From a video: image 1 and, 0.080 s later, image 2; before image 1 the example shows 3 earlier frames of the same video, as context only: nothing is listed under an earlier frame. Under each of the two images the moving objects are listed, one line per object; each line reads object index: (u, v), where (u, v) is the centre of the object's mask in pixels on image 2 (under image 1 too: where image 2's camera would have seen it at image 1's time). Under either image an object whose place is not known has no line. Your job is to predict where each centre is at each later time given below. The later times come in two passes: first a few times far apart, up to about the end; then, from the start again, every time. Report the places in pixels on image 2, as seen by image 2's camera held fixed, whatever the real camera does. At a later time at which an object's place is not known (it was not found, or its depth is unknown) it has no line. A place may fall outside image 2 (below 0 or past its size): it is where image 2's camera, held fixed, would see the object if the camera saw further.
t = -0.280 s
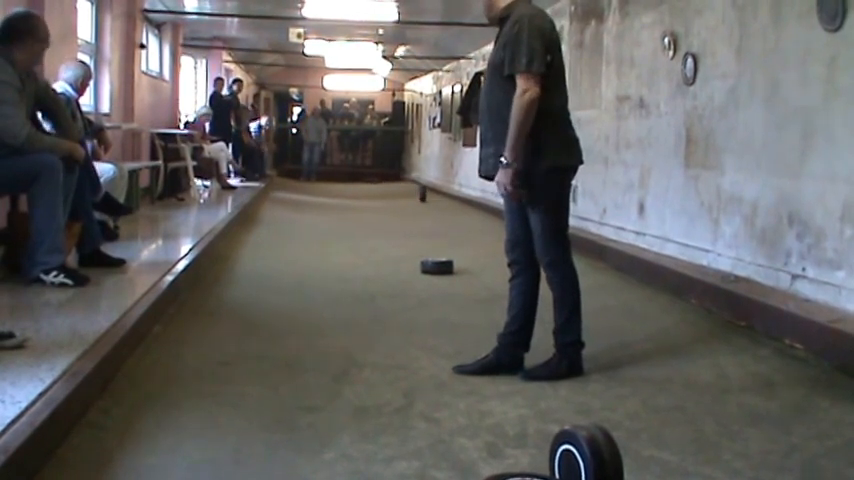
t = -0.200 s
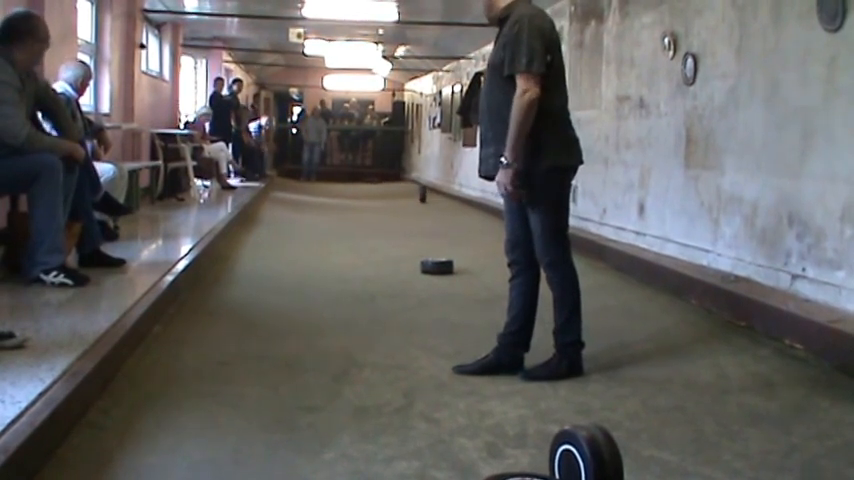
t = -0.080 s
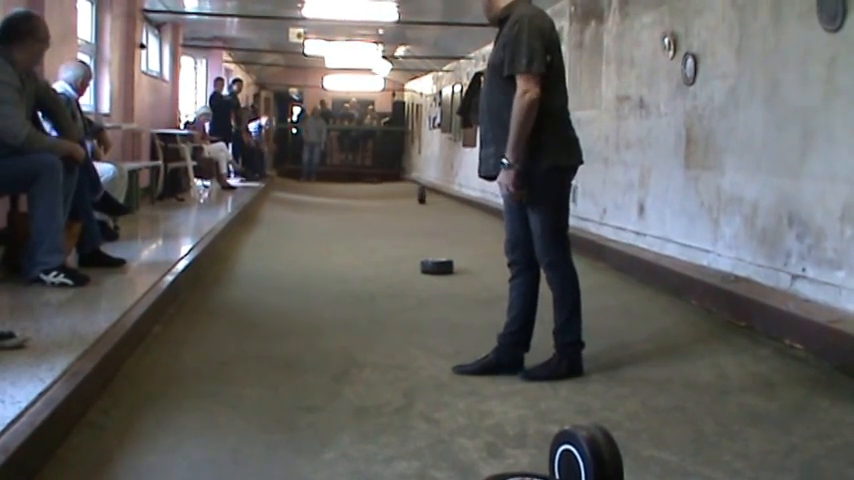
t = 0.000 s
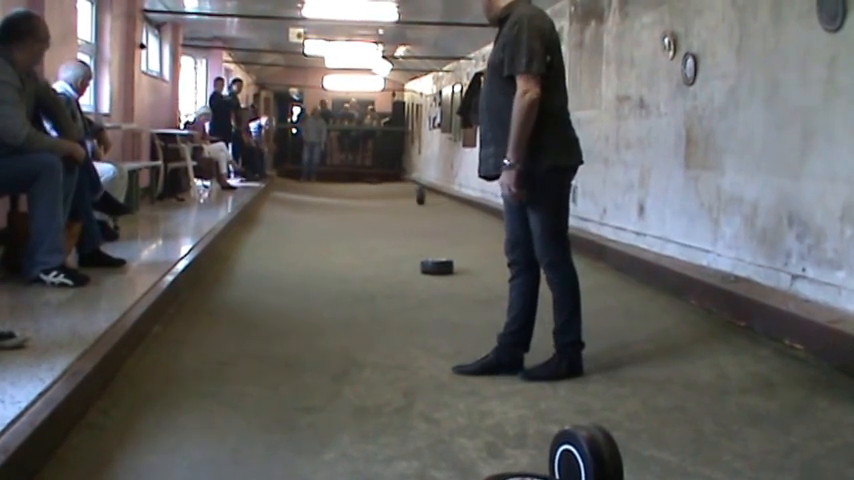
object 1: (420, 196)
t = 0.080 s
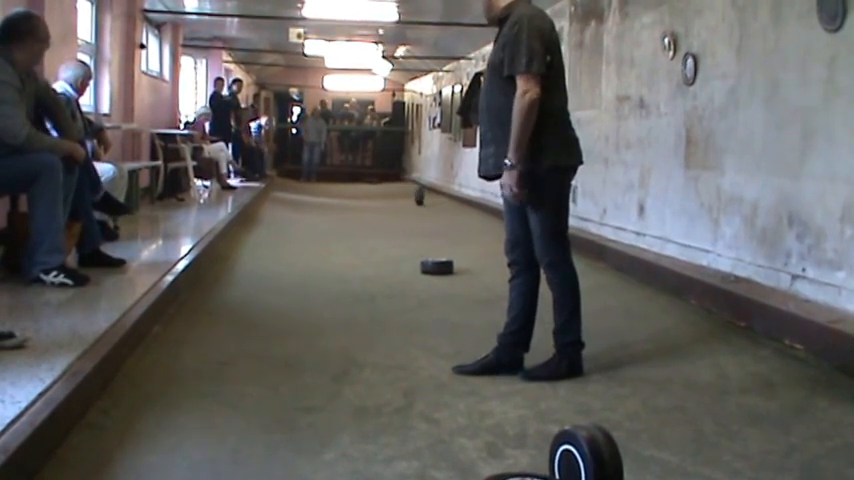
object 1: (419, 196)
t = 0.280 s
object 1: (414, 198)
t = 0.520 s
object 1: (406, 200)
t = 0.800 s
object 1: (391, 202)
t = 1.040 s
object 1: (376, 204)
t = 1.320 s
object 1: (357, 205)
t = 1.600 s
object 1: (339, 206)
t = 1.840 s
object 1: (325, 206)
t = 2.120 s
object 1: (313, 207)
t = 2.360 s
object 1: (305, 208)
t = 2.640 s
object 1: (300, 209)
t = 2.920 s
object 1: (299, 211)
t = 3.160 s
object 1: (300, 212)
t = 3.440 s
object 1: (304, 215)
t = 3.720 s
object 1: (312, 218)
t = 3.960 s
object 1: (323, 220)
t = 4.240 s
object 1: (337, 224)
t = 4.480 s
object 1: (355, 228)
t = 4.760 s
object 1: (379, 231)
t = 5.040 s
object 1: (403, 235)
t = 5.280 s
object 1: (424, 237)
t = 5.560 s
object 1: (445, 239)
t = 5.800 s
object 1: (460, 240)
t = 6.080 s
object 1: (473, 242)
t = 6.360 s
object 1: (480, 245)
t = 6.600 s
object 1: (481, 248)
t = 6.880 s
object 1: (479, 251)
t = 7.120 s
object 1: (475, 254)
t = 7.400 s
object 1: (465, 258)
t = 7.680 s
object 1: (453, 262)
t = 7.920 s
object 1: (441, 266)
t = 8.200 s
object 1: (426, 270)
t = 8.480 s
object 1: (412, 274)
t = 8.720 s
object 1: (400, 278)
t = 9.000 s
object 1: (388, 282)
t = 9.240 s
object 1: (381, 287)
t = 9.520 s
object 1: (376, 292)
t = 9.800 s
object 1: (376, 297)
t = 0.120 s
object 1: (418, 197)
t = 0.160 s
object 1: (417, 197)
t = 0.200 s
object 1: (416, 197)
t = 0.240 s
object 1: (416, 198)
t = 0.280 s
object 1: (414, 198)
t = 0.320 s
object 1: (413, 199)
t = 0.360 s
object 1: (412, 199)
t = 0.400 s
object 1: (410, 199)
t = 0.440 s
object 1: (409, 199)
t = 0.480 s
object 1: (407, 200)
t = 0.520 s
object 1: (406, 200)
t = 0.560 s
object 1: (403, 201)
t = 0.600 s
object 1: (402, 201)
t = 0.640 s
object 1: (400, 201)
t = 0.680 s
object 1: (398, 201)
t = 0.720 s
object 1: (396, 202)
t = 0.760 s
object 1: (393, 202)
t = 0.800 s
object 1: (391, 202)
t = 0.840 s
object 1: (389, 202)
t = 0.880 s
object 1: (386, 203)
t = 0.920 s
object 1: (384, 203)
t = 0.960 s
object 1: (381, 203)
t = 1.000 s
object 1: (378, 204)
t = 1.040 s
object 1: (376, 204)
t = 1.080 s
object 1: (373, 204)
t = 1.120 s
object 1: (371, 205)
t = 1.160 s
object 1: (368, 205)
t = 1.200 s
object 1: (365, 205)
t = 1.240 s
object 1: (363, 205)
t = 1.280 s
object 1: (360, 205)
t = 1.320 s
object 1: (357, 205)
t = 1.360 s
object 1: (355, 205)
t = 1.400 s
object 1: (352, 206)
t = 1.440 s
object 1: (349, 206)
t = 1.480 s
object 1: (346, 206)
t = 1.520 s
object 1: (344, 206)
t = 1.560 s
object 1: (341, 206)
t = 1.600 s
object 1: (339, 206)
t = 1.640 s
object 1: (336, 206)
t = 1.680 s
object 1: (334, 206)
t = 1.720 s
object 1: (332, 206)
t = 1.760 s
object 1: (329, 206)
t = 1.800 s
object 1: (327, 206)
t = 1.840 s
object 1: (325, 206)
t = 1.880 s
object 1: (323, 206)
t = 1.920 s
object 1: (321, 206)
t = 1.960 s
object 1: (320, 206)
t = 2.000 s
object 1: (318, 206)
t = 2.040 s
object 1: (316, 206)
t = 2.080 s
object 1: (315, 206)
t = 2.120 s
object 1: (313, 207)
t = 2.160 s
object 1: (311, 207)
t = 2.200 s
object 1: (310, 207)
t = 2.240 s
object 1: (309, 207)
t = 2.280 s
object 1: (307, 207)
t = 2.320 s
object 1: (306, 207)
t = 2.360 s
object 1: (305, 208)
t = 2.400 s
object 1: (304, 208)
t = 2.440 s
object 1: (303, 208)
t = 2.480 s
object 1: (302, 208)
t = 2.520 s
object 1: (301, 208)
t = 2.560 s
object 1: (301, 209)
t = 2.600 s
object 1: (300, 209)
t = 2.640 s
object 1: (300, 209)
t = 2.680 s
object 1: (299, 210)
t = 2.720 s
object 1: (299, 210)
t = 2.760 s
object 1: (299, 210)
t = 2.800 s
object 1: (299, 210)
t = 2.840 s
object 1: (298, 211)
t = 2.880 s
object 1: (298, 211)
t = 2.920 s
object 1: (299, 211)
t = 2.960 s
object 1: (299, 211)
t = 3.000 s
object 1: (299, 212)
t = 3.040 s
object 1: (299, 212)
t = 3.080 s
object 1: (299, 212)
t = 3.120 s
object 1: (300, 213)
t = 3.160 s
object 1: (300, 212)
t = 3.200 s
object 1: (300, 213)
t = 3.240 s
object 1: (301, 213)
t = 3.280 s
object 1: (301, 214)
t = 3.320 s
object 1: (302, 214)
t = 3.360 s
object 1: (302, 214)
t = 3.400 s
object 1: (303, 214)
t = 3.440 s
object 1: (304, 215)
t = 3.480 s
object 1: (305, 215)
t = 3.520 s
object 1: (306, 216)
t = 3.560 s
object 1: (307, 216)
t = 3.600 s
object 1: (308, 216)
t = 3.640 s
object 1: (310, 217)
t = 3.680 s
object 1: (311, 217)
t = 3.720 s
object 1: (312, 218)
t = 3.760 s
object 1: (314, 218)
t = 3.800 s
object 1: (315, 218)
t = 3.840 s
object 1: (317, 219)
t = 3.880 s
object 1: (319, 219)
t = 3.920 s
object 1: (321, 220)
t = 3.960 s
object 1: (323, 220)
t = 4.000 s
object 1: (324, 220)
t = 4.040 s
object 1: (326, 221)
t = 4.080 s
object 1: (328, 221)
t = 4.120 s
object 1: (331, 222)
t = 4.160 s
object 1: (333, 222)
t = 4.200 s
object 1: (335, 223)
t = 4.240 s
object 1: (337, 224)
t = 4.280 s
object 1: (340, 224)
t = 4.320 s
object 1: (343, 225)
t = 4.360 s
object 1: (346, 226)
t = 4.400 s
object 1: (349, 227)
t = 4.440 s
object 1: (352, 227)
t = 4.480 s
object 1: (355, 228)
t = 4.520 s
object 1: (358, 228)
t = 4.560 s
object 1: (362, 229)
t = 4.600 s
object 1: (365, 229)
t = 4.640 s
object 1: (368, 230)
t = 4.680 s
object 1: (372, 230)
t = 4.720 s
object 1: (375, 231)
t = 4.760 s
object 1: (379, 231)
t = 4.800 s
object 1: (382, 232)
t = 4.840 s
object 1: (386, 232)
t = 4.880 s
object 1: (389, 232)
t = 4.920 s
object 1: (392, 233)
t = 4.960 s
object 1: (396, 234)
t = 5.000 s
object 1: (399, 234)
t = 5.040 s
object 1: (403, 235)
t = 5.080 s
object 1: (407, 235)
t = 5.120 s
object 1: (410, 236)
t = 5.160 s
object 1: (414, 236)
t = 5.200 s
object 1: (417, 236)
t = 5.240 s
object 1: (421, 237)
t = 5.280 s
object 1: (424, 237)
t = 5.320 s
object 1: (427, 237)
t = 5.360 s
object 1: (431, 237)
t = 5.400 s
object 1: (434, 238)
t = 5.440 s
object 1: (436, 238)
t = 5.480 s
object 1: (440, 238)
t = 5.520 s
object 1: (442, 238)
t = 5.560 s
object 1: (445, 239)
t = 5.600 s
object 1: (448, 239)
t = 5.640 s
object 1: (451, 239)
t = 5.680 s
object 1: (453, 239)
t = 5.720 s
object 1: (456, 239)
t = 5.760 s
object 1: (458, 240)
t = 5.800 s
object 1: (460, 240)
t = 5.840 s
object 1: (462, 240)
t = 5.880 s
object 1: (464, 240)
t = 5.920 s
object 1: (466, 241)
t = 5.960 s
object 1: (468, 241)
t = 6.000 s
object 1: (469, 242)
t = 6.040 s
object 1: (471, 242)
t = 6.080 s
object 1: (473, 242)
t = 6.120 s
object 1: (474, 243)
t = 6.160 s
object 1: (475, 243)
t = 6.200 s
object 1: (476, 243)
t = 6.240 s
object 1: (477, 244)
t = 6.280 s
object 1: (478, 244)
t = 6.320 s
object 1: (479, 245)
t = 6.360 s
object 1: (480, 245)
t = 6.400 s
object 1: (480, 245)
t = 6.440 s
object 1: (480, 246)
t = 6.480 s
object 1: (480, 246)
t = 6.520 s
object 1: (481, 247)
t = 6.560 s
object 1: (481, 247)
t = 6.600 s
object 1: (481, 248)
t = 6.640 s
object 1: (481, 248)
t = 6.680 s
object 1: (481, 248)
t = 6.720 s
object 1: (481, 249)
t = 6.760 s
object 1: (480, 250)
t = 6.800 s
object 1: (480, 250)
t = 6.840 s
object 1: (480, 250)
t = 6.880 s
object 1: (479, 251)
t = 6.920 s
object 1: (479, 251)
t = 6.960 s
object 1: (478, 252)
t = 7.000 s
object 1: (478, 252)
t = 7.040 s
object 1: (477, 253)
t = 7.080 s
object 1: (476, 253)
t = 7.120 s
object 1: (475, 254)
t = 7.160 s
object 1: (474, 255)
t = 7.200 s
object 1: (472, 255)
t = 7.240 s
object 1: (471, 256)
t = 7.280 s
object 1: (470, 256)
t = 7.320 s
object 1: (468, 257)
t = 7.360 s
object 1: (467, 258)
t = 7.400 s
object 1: (465, 258)
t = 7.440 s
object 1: (464, 259)
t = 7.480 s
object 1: (462, 259)
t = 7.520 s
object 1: (461, 260)
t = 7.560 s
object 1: (459, 260)
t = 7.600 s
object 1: (457, 261)
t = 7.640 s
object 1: (455, 261)
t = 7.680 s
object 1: (453, 262)
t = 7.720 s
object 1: (451, 263)
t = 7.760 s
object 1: (449, 263)
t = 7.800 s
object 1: (447, 264)
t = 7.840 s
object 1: (446, 264)
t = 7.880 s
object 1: (443, 265)
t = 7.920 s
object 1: (441, 266)
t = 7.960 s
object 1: (439, 266)
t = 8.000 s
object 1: (436, 267)
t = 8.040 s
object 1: (434, 268)
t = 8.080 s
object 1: (432, 268)
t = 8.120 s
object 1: (430, 269)
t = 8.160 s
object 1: (428, 270)
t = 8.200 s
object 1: (426, 270)
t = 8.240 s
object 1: (424, 271)
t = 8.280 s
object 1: (422, 271)
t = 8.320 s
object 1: (420, 272)
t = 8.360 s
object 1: (418, 272)
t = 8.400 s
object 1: (416, 273)
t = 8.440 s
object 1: (414, 274)
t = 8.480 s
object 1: (412, 274)
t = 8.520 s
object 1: (410, 275)
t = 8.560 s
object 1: (408, 276)
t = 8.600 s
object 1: (406, 276)
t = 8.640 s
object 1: (404, 276)
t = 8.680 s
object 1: (402, 277)
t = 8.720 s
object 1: (400, 278)
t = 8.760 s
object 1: (398, 278)
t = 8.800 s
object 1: (397, 279)
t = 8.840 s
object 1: (395, 280)
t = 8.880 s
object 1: (393, 281)
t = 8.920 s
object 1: (391, 281)
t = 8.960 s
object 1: (390, 282)
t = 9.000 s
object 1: (388, 282)
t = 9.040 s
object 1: (387, 283)
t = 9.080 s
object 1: (385, 284)
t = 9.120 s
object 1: (384, 284)
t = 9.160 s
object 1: (383, 285)
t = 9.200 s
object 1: (382, 286)
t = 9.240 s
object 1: (381, 287)
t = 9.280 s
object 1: (380, 287)
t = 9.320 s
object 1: (379, 288)
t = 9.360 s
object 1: (378, 289)
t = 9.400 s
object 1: (377, 290)
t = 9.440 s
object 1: (377, 291)
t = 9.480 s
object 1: (376, 291)
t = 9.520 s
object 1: (376, 292)
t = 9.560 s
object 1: (375, 293)
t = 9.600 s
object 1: (375, 293)
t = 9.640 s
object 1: (375, 294)
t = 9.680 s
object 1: (375, 295)
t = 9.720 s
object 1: (375, 295)
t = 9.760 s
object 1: (375, 296)
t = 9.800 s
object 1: (376, 297)
